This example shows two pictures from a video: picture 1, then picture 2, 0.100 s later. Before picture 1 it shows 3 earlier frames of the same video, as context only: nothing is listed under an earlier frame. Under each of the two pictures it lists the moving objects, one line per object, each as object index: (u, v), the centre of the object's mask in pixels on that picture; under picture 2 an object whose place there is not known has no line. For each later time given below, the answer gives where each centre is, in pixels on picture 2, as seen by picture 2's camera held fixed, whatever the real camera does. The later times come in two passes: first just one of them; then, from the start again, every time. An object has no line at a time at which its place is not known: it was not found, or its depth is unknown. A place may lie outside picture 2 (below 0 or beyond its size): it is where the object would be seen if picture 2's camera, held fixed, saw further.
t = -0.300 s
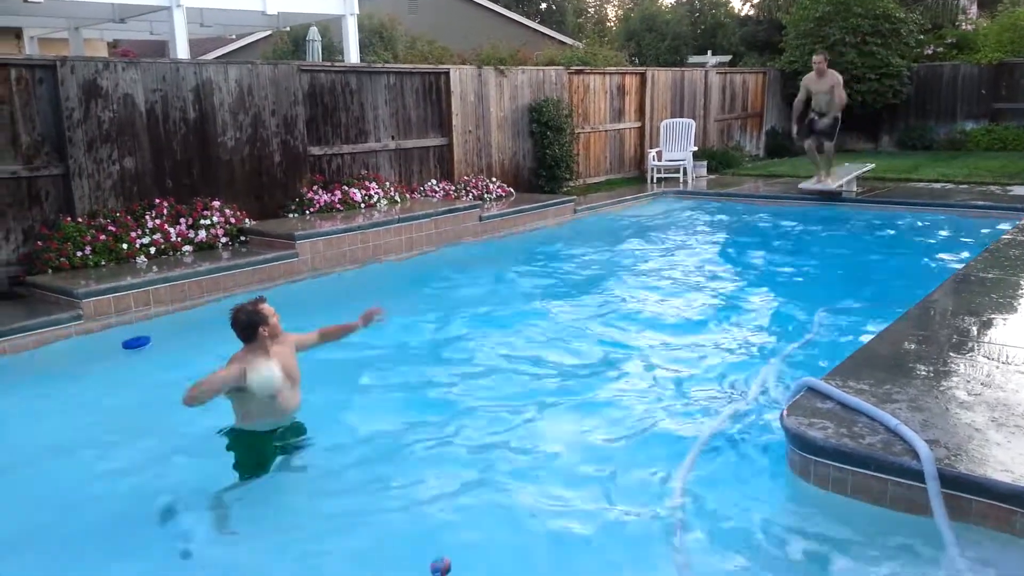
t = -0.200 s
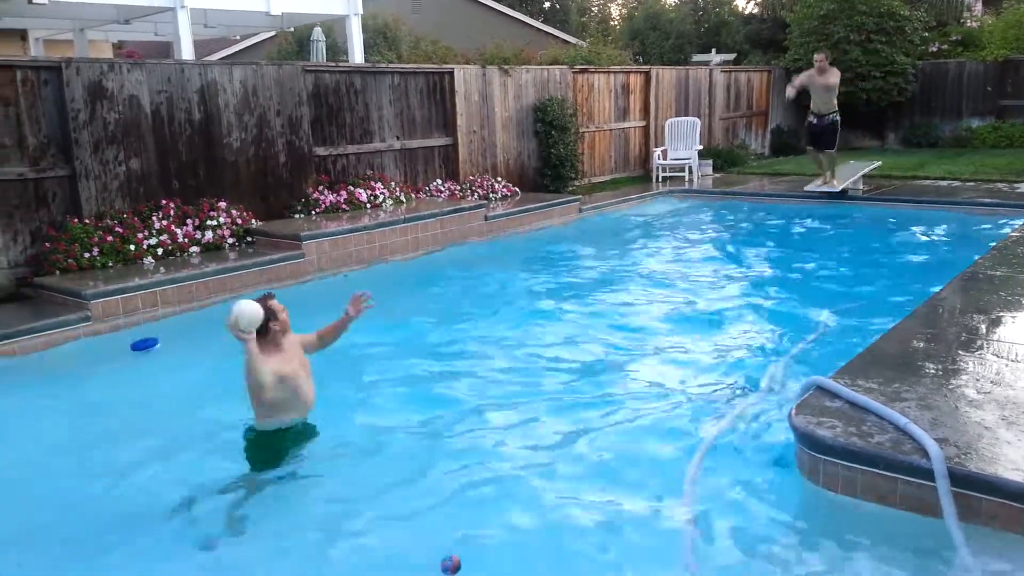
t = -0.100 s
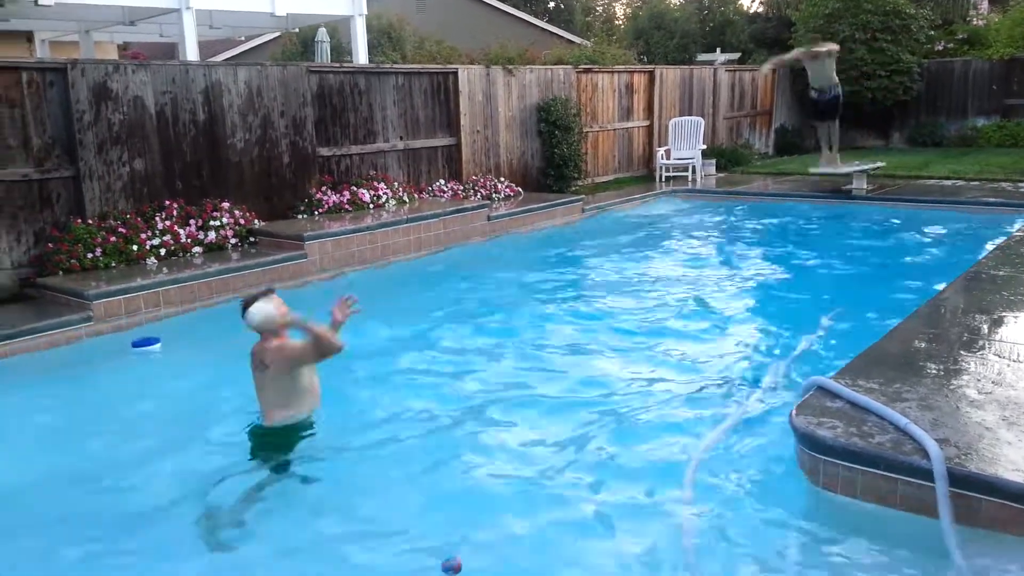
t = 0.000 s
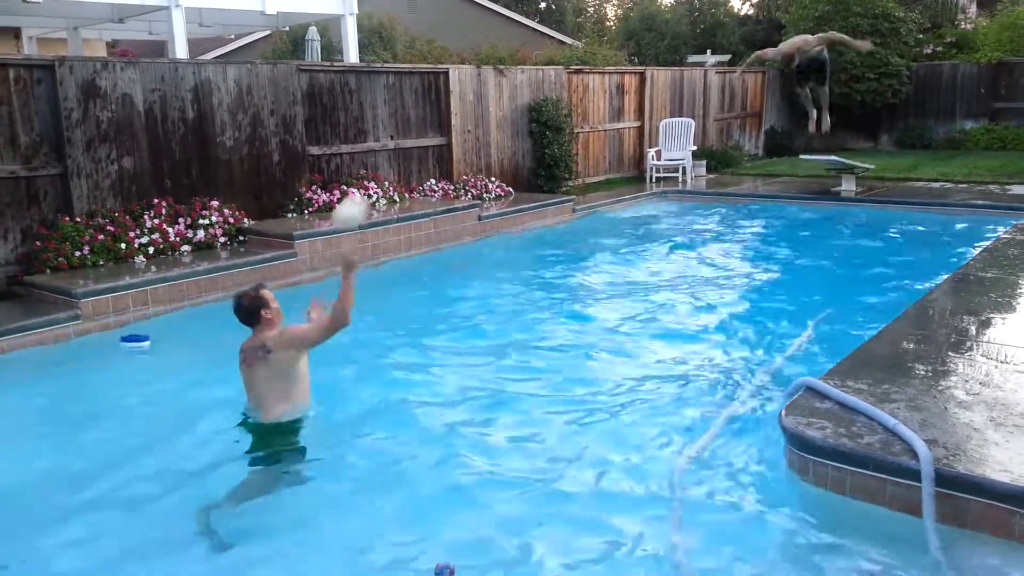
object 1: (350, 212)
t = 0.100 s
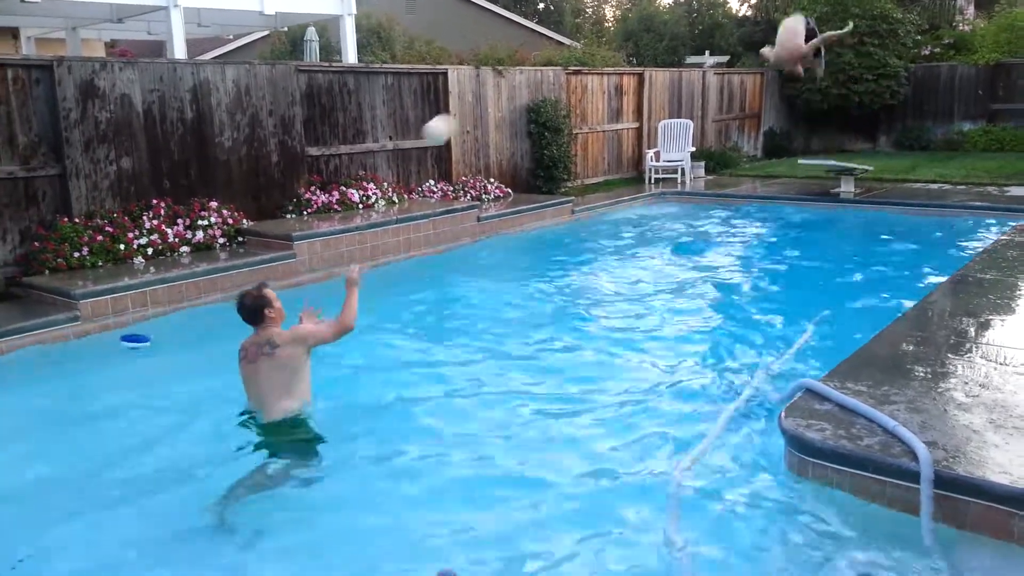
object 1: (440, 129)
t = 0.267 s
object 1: (551, 52)
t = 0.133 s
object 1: (465, 107)
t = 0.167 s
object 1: (491, 89)
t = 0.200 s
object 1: (514, 73)
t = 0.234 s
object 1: (532, 62)
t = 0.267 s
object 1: (551, 52)
